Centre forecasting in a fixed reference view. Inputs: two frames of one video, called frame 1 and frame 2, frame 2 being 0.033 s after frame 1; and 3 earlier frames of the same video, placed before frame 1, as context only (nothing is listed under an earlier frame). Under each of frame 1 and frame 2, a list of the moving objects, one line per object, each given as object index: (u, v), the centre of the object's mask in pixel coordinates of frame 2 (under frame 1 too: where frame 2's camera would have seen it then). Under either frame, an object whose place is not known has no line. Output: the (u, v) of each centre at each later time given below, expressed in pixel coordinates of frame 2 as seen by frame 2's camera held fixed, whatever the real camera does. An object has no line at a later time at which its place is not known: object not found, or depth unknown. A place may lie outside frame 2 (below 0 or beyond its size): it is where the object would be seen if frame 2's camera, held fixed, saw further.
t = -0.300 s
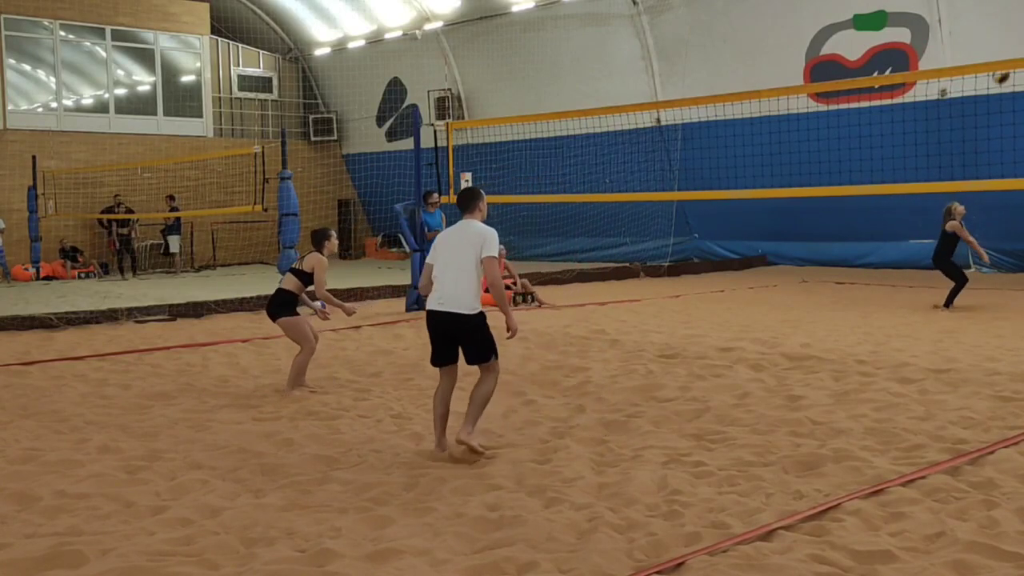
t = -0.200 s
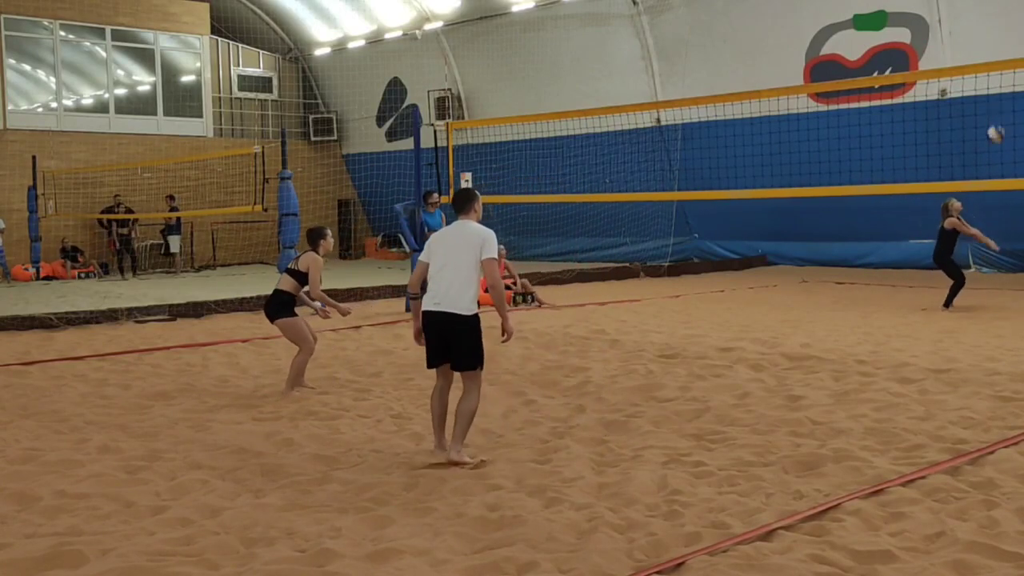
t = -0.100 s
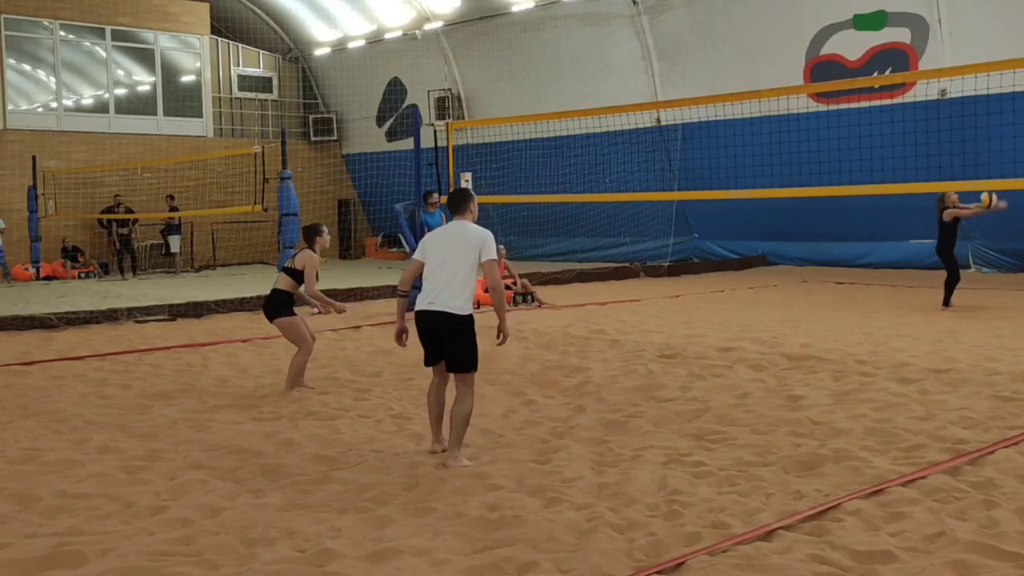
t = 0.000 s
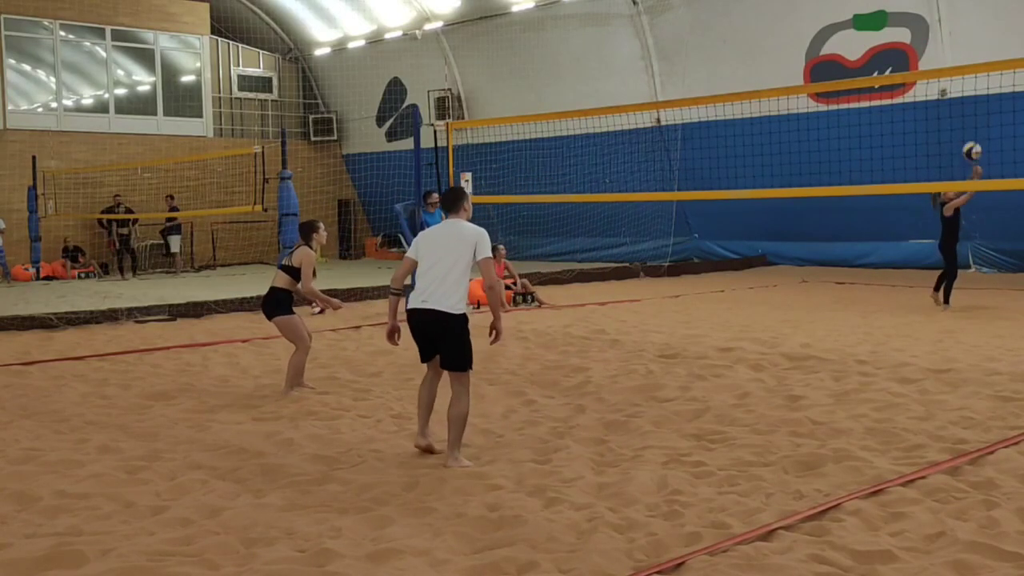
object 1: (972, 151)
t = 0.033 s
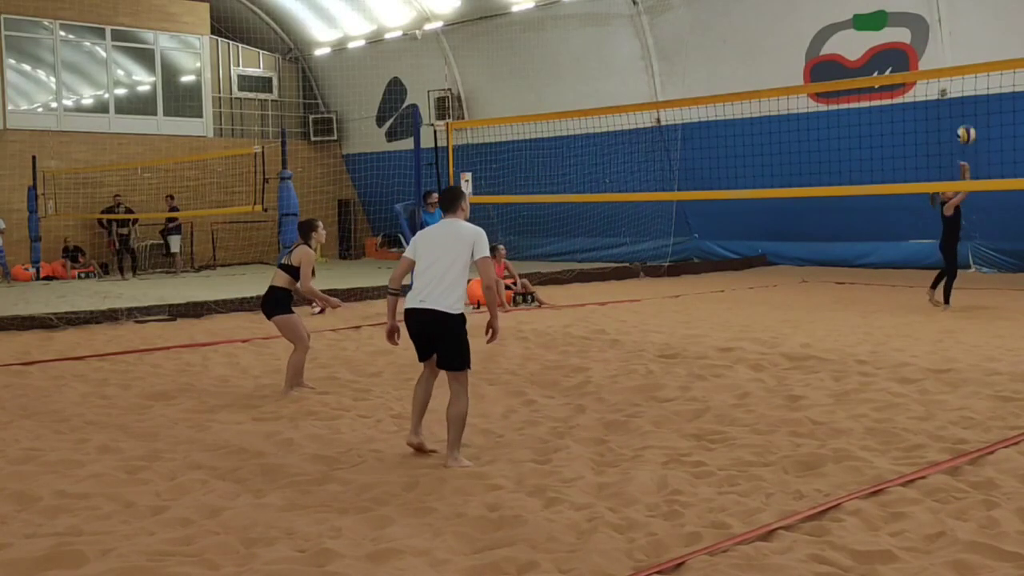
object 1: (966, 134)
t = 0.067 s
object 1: (960, 118)
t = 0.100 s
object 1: (954, 104)
